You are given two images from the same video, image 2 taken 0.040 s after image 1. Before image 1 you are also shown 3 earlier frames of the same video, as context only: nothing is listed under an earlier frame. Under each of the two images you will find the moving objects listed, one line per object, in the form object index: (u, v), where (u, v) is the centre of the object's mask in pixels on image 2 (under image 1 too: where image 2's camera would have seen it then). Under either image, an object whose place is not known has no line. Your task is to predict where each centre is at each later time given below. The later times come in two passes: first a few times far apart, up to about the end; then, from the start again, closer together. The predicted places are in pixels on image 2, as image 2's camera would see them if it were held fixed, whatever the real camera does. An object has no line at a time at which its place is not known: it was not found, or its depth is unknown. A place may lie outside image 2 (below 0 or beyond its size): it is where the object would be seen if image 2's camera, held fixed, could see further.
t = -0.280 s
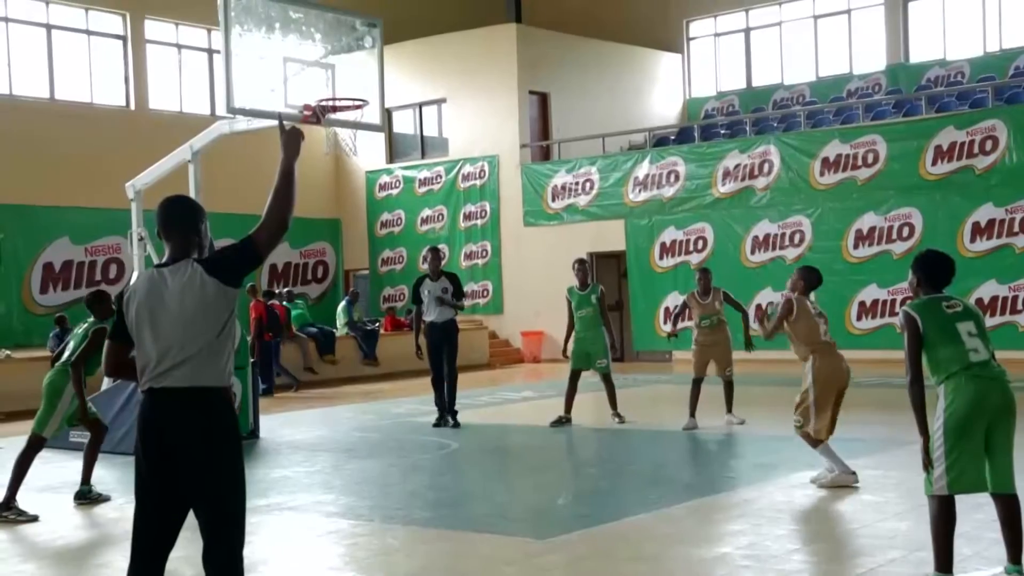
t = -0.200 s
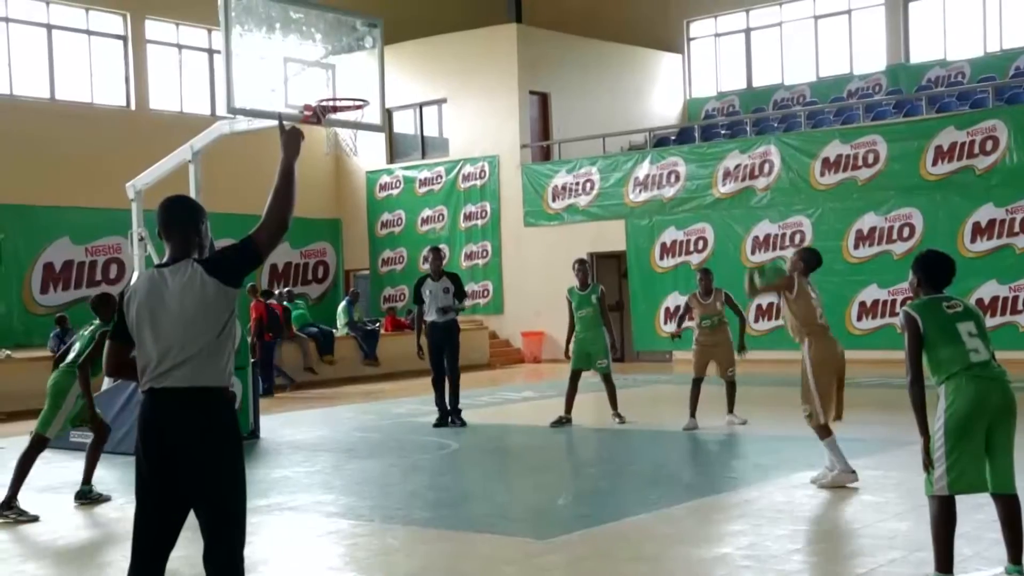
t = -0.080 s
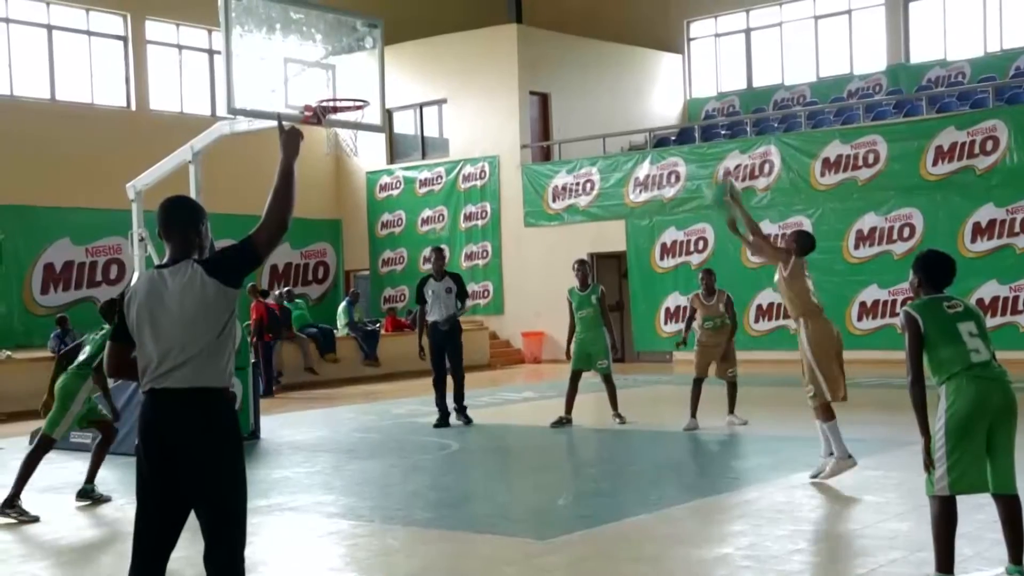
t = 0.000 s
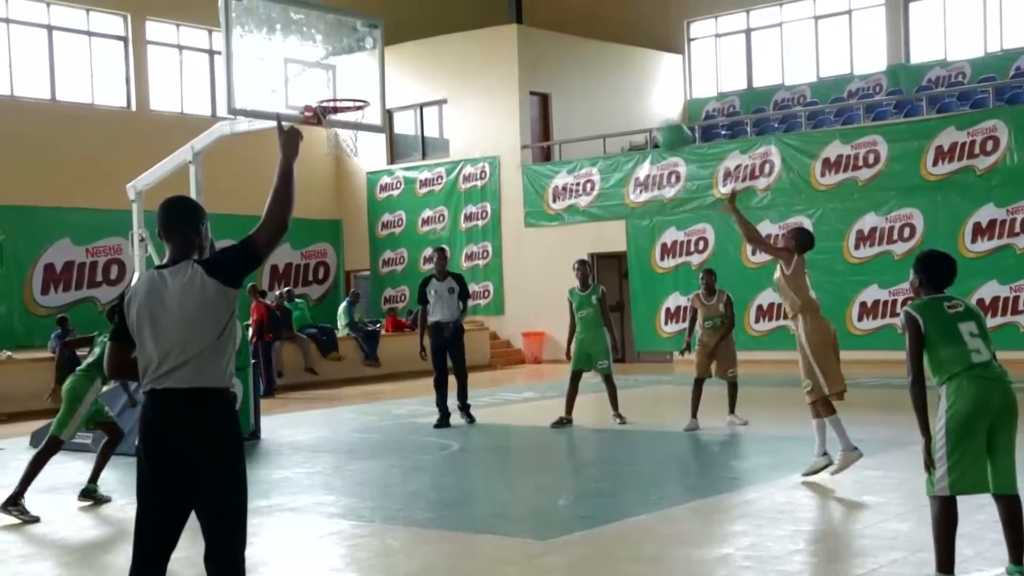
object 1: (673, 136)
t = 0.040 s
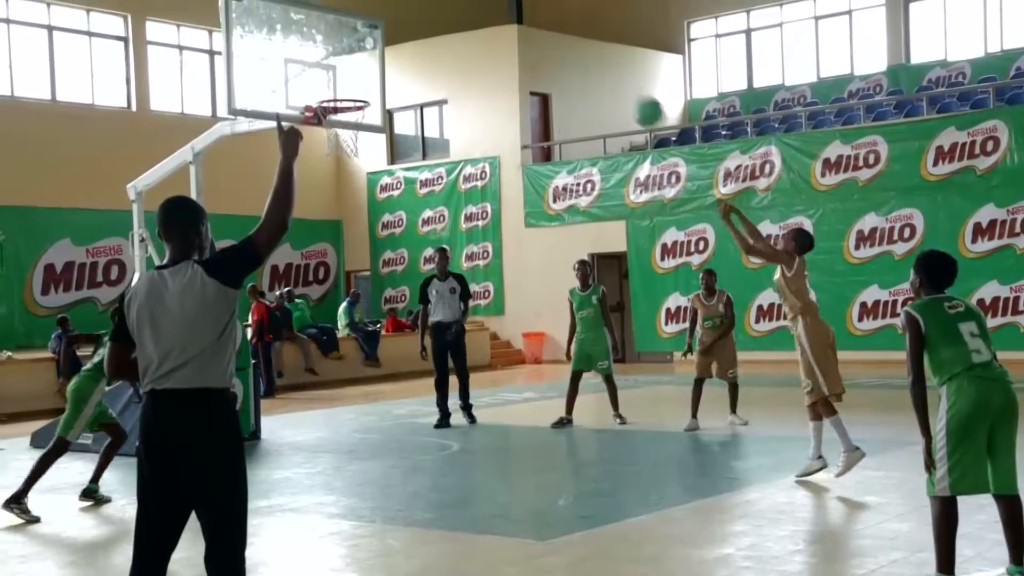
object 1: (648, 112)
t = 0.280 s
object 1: (520, 17)
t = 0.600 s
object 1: (375, 11)
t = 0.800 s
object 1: (304, 58)
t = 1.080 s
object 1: (371, 63)
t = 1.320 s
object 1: (429, 88)
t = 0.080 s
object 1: (626, 91)
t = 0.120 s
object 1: (603, 71)
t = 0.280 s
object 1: (520, 17)
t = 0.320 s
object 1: (501, 11)
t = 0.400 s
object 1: (463, 6)
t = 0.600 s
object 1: (375, 11)
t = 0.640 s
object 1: (359, 15)
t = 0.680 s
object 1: (344, 23)
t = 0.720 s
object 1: (329, 34)
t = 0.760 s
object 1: (314, 46)
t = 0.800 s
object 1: (304, 58)
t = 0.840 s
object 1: (315, 68)
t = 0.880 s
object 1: (326, 78)
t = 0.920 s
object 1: (336, 85)
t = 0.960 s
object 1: (344, 77)
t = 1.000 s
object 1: (353, 70)
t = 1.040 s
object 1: (362, 66)
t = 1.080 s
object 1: (371, 63)
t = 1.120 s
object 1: (380, 63)
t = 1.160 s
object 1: (389, 64)
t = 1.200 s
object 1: (398, 67)
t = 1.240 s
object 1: (408, 72)
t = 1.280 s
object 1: (418, 79)
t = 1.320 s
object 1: (429, 88)
